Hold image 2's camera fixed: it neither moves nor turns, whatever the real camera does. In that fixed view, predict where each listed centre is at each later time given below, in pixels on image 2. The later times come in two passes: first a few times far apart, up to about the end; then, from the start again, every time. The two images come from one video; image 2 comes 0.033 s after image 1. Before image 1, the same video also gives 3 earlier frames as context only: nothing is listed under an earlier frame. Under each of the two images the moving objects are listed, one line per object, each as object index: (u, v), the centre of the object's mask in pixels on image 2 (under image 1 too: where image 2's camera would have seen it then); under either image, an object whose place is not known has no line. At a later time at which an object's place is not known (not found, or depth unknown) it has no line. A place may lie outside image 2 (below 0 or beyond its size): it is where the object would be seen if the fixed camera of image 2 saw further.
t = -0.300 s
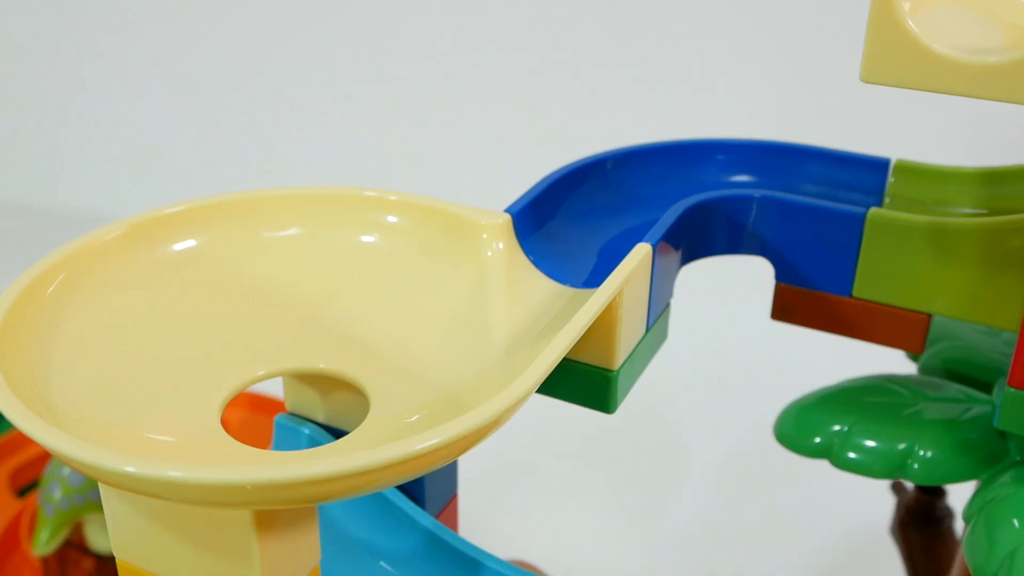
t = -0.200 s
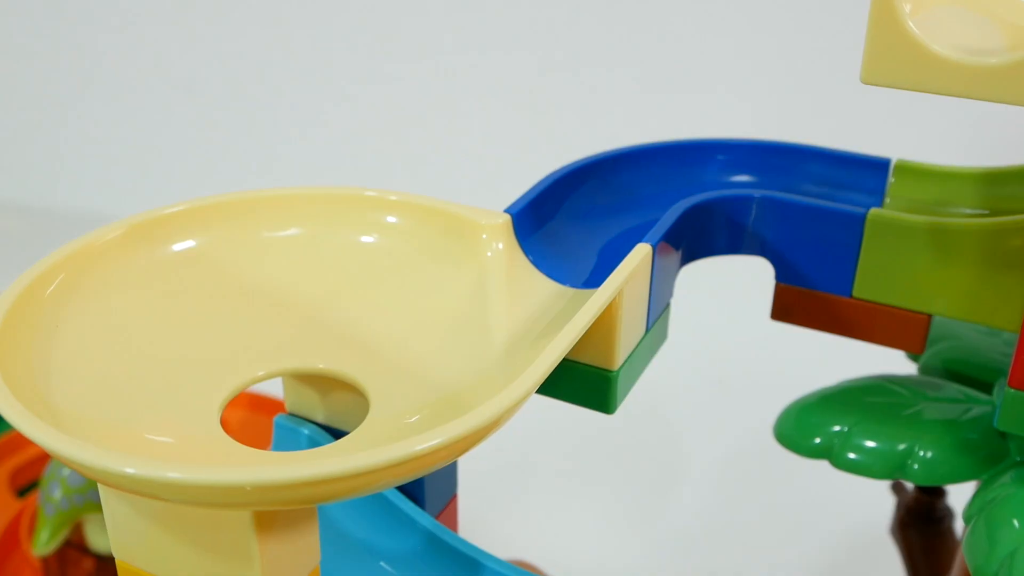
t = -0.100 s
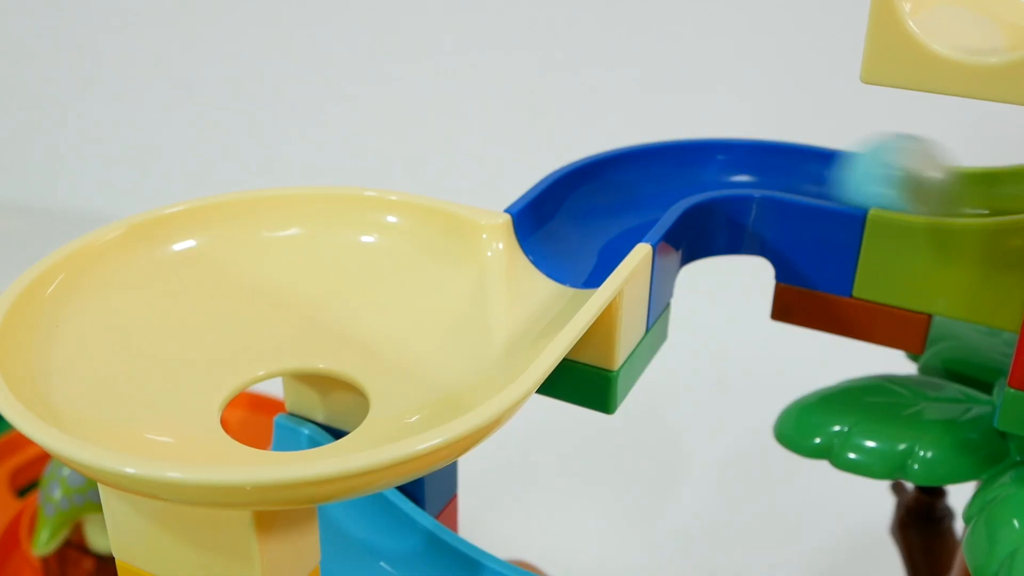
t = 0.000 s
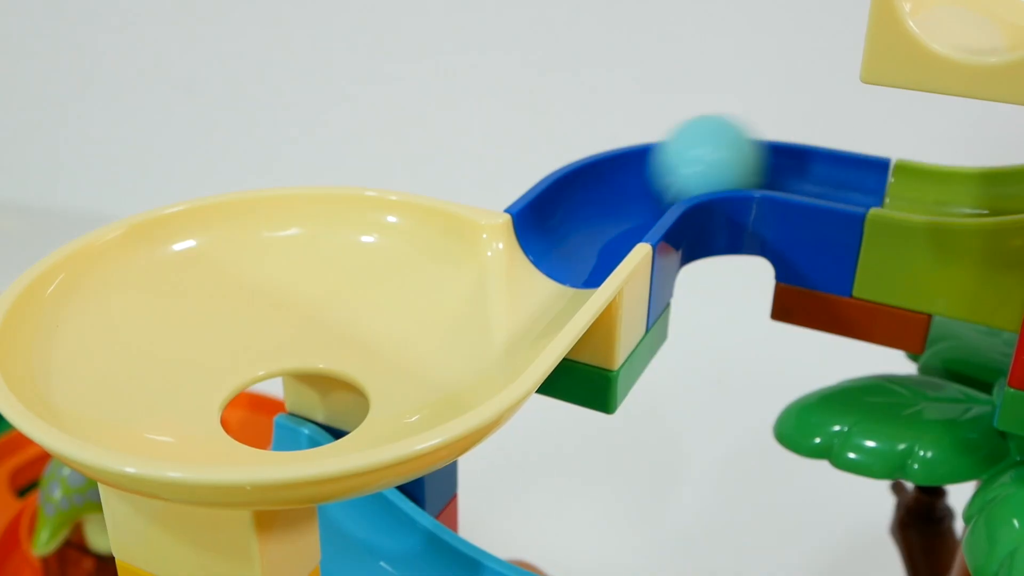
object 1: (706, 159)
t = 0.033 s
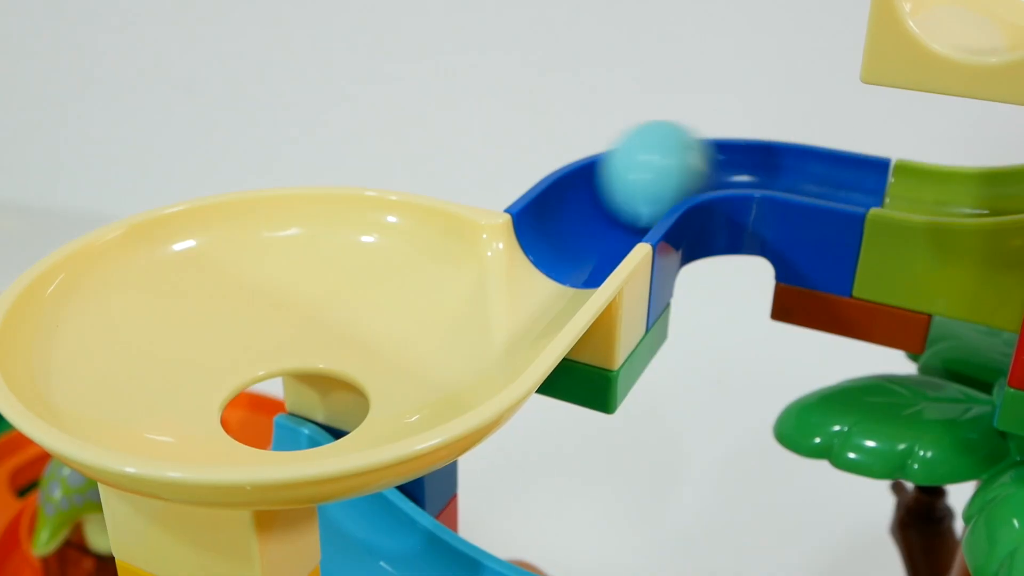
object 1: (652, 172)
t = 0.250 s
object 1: (499, 306)
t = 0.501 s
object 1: (84, 329)
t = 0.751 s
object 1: (412, 283)
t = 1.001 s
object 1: (231, 398)
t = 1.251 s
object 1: (250, 280)
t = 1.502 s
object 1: (388, 362)
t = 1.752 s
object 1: (161, 304)
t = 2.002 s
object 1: (428, 327)
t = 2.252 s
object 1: (166, 366)
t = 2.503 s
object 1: (351, 296)
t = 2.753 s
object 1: (284, 398)
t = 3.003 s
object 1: (236, 294)
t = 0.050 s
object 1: (634, 178)
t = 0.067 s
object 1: (620, 188)
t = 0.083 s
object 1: (609, 198)
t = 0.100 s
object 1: (597, 206)
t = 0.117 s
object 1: (587, 216)
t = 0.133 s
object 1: (580, 225)
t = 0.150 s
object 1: (572, 233)
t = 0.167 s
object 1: (561, 243)
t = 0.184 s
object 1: (549, 254)
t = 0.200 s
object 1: (535, 265)
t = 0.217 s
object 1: (523, 277)
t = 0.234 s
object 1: (512, 292)
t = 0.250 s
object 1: (499, 306)
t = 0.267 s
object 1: (482, 321)
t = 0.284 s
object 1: (465, 335)
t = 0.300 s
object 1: (442, 353)
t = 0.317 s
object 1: (418, 368)
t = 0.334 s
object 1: (386, 381)
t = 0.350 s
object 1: (350, 390)
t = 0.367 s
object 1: (307, 393)
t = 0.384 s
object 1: (273, 389)
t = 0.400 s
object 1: (226, 388)
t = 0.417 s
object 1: (181, 380)
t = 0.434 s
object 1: (145, 378)
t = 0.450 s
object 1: (120, 371)
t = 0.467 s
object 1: (106, 361)
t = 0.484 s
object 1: (91, 343)
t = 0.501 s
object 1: (84, 329)
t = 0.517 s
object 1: (83, 317)
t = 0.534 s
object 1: (89, 307)
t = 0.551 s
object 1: (100, 299)
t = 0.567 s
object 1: (116, 292)
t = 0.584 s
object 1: (137, 287)
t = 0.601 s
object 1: (161, 284)
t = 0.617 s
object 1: (190, 281)
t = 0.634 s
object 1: (221, 279)
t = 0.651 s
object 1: (254, 278)
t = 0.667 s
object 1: (285, 279)
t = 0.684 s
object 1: (312, 279)
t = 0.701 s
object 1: (338, 280)
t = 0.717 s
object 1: (364, 279)
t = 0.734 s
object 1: (388, 280)
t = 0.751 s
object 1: (412, 283)
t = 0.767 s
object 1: (429, 286)
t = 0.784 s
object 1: (442, 291)
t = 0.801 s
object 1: (452, 297)
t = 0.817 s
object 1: (458, 306)
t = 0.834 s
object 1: (459, 317)
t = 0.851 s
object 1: (455, 329)
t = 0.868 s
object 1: (445, 344)
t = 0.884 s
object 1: (429, 356)
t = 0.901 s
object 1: (408, 367)
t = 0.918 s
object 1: (383, 379)
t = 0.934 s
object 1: (357, 388)
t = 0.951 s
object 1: (327, 396)
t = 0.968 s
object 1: (296, 399)
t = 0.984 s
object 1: (265, 400)
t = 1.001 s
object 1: (231, 398)
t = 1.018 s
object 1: (202, 392)
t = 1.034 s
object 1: (175, 383)
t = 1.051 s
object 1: (153, 371)
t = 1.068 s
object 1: (136, 359)
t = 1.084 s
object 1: (126, 346)
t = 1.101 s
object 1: (120, 333)
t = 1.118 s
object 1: (120, 322)
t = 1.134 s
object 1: (125, 312)
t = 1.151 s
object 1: (133, 304)
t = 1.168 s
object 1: (147, 297)
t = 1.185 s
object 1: (164, 292)
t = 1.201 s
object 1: (183, 288)
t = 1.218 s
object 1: (205, 285)
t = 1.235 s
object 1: (229, 284)
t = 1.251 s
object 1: (250, 280)
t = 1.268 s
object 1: (283, 282)
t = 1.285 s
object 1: (313, 283)
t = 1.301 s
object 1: (343, 285)
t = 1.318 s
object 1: (369, 288)
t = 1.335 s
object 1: (393, 293)
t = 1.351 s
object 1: (410, 298)
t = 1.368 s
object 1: (425, 303)
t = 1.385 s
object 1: (435, 310)
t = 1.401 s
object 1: (442, 317)
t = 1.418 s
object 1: (444, 326)
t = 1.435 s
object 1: (442, 336)
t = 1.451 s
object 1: (436, 347)
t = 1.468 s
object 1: (427, 348)
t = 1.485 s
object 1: (413, 352)
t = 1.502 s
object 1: (388, 362)
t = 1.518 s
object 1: (356, 371)
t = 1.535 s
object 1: (325, 379)
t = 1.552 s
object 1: (291, 385)
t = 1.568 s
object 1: (262, 391)
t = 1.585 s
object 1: (238, 398)
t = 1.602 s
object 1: (211, 395)
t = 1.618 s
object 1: (189, 389)
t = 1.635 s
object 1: (171, 379)
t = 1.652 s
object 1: (157, 369)
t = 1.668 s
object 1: (145, 356)
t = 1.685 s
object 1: (139, 344)
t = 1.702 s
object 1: (139, 333)
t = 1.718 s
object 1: (142, 323)
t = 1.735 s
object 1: (150, 313)
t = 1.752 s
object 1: (161, 304)
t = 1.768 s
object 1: (175, 297)
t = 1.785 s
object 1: (193, 292)
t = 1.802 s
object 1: (215, 288)
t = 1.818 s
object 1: (238, 285)
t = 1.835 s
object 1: (263, 284)
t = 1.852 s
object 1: (288, 285)
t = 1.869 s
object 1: (310, 286)
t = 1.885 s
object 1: (332, 288)
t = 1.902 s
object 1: (354, 291)
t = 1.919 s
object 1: (373, 294)
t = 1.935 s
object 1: (390, 299)
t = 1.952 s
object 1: (404, 305)
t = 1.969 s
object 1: (416, 311)
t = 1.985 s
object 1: (424, 319)
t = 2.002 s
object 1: (428, 327)
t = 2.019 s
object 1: (428, 338)
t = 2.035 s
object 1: (422, 349)
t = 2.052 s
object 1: (412, 359)
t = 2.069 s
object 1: (397, 369)
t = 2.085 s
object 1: (380, 378)
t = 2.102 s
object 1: (358, 386)
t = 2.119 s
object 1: (335, 391)
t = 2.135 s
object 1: (310, 397)
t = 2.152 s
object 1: (287, 401)
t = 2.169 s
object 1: (263, 400)
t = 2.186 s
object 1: (237, 398)
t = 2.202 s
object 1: (214, 394)
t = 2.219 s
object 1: (194, 387)
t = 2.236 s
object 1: (178, 377)
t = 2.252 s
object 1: (166, 366)
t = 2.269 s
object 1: (158, 354)
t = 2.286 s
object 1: (155, 342)
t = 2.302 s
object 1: (156, 331)
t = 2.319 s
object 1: (161, 321)
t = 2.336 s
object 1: (169, 312)
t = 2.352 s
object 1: (181, 304)
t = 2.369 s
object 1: (195, 298)
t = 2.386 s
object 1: (212, 294)
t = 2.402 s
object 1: (230, 290)
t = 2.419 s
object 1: (249, 288)
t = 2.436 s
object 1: (270, 287)
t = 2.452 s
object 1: (290, 288)
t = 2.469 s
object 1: (311, 290)
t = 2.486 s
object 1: (332, 292)
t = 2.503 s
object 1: (351, 296)
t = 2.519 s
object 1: (370, 300)
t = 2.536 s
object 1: (386, 306)
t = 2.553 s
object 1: (398, 312)
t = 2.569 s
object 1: (406, 319)
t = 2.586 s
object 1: (414, 328)
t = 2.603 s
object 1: (417, 337)
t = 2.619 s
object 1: (415, 347)
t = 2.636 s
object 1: (409, 357)
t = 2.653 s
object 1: (399, 366)
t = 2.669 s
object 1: (385, 375)
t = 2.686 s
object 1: (369, 382)
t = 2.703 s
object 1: (351, 389)
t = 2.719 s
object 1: (330, 393)
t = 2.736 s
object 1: (307, 396)
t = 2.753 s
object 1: (284, 398)
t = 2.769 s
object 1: (261, 398)
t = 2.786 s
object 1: (238, 395)
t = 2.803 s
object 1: (218, 389)
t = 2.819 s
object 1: (200, 381)
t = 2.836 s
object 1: (185, 370)
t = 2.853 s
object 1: (174, 359)
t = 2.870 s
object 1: (167, 348)
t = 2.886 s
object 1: (164, 337)
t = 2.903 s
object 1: (166, 327)
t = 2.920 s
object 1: (172, 317)
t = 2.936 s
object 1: (179, 310)
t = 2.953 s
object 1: (190, 304)
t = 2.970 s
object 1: (204, 299)
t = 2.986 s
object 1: (219, 296)
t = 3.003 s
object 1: (236, 294)
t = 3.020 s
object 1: (254, 293)
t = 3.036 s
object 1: (273, 294)
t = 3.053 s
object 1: (294, 295)
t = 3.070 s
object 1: (315, 298)
